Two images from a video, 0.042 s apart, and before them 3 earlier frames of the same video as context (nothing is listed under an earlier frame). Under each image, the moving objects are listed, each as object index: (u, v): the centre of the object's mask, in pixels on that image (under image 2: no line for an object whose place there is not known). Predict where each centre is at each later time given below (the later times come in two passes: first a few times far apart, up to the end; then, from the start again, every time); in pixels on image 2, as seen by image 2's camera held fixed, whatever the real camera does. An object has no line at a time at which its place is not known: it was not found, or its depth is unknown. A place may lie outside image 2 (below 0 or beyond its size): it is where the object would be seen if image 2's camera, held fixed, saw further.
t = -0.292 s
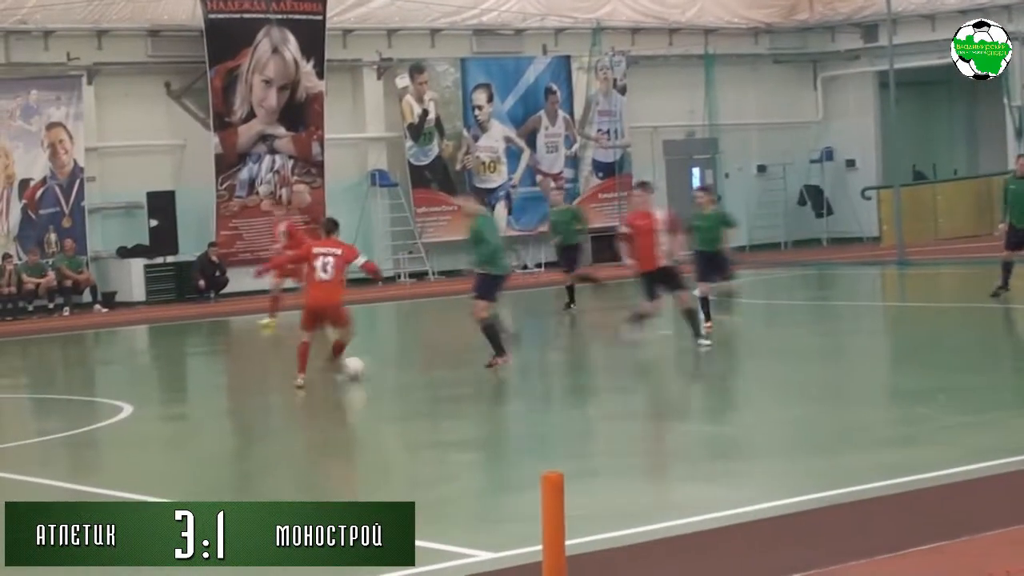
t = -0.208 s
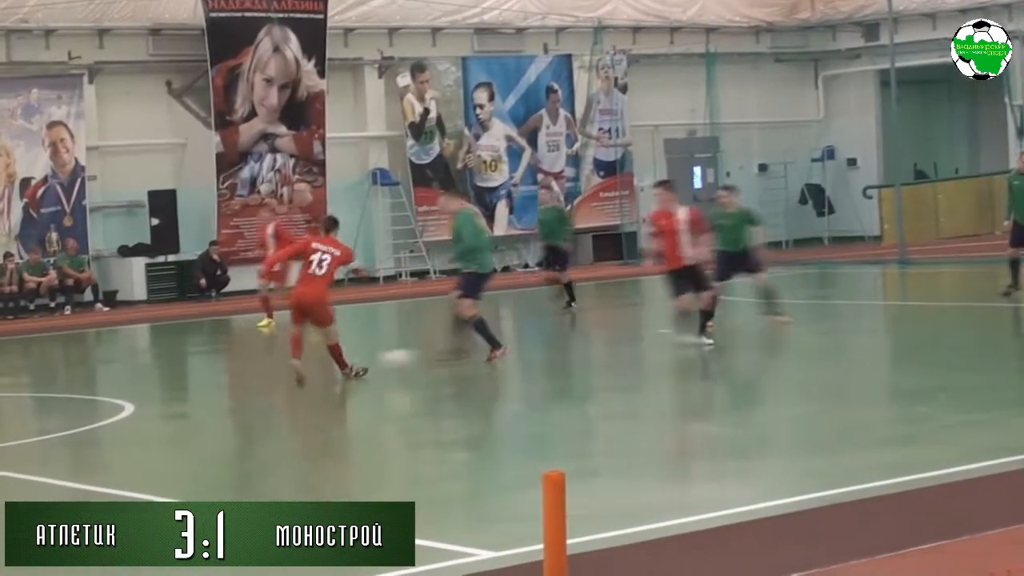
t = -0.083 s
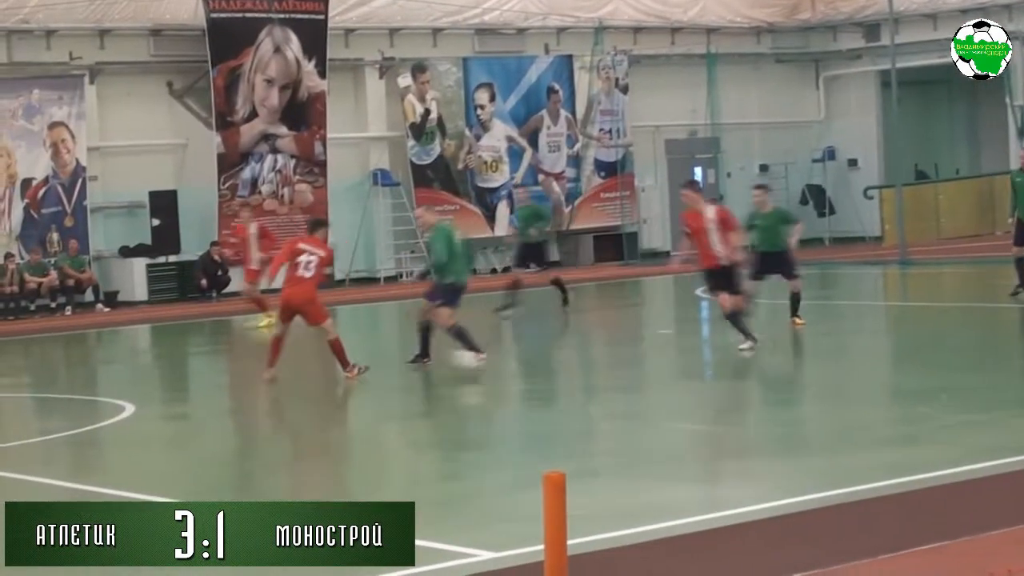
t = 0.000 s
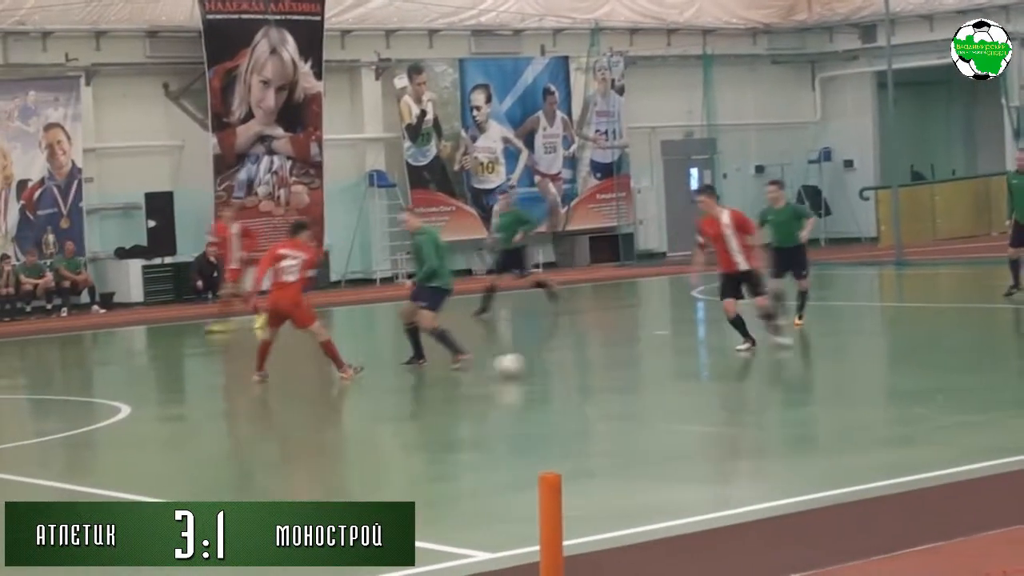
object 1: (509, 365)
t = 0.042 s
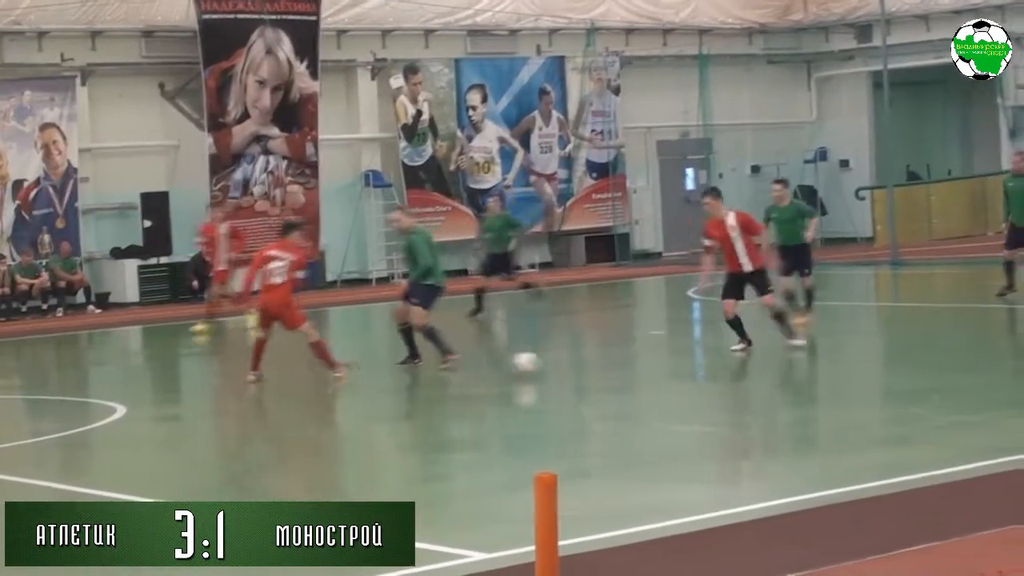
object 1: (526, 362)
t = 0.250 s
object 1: (621, 364)
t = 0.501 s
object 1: (715, 363)
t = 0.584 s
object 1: (744, 363)
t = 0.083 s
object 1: (545, 361)
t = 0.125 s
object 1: (566, 363)
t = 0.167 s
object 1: (586, 364)
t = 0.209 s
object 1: (602, 364)
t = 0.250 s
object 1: (621, 364)
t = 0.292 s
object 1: (638, 364)
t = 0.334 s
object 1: (654, 363)
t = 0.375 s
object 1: (672, 363)
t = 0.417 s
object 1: (687, 364)
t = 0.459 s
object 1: (702, 363)
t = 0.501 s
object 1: (715, 363)
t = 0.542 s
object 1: (730, 364)
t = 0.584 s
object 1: (744, 363)
